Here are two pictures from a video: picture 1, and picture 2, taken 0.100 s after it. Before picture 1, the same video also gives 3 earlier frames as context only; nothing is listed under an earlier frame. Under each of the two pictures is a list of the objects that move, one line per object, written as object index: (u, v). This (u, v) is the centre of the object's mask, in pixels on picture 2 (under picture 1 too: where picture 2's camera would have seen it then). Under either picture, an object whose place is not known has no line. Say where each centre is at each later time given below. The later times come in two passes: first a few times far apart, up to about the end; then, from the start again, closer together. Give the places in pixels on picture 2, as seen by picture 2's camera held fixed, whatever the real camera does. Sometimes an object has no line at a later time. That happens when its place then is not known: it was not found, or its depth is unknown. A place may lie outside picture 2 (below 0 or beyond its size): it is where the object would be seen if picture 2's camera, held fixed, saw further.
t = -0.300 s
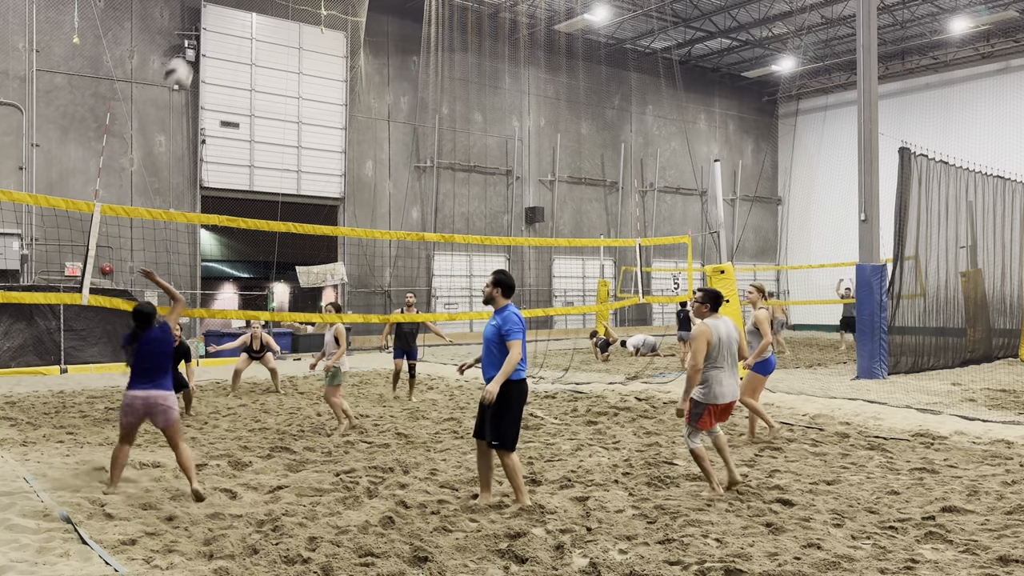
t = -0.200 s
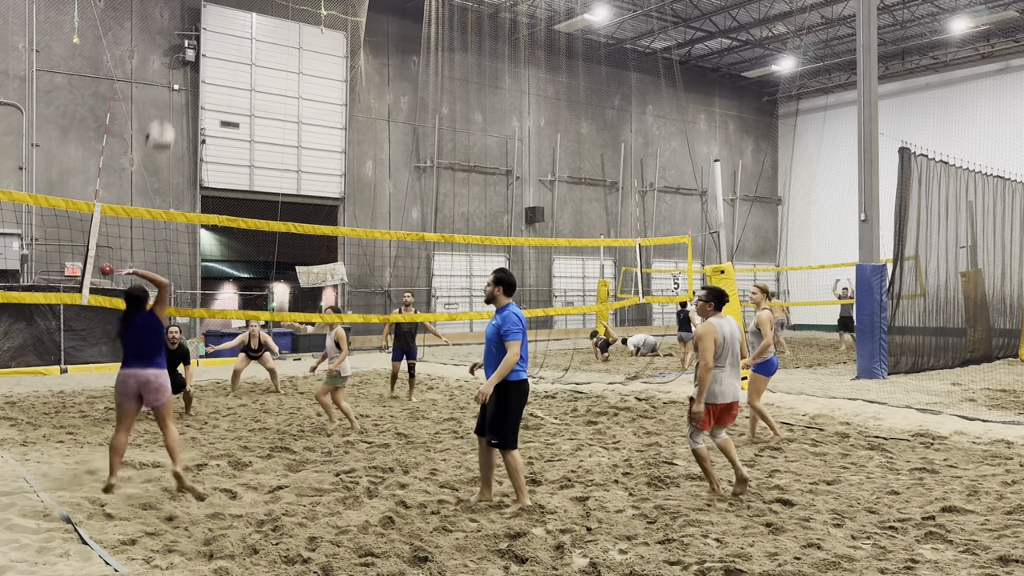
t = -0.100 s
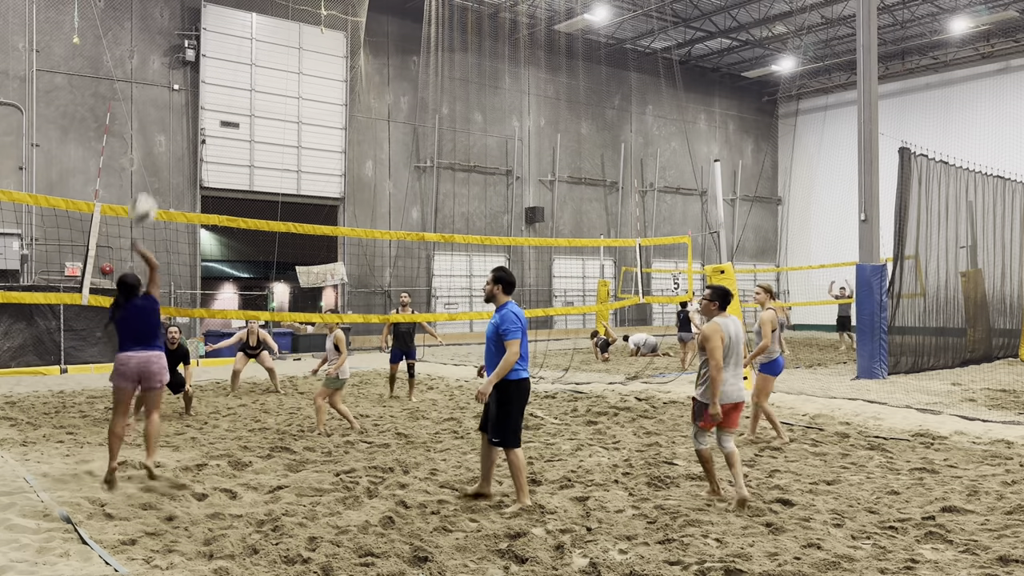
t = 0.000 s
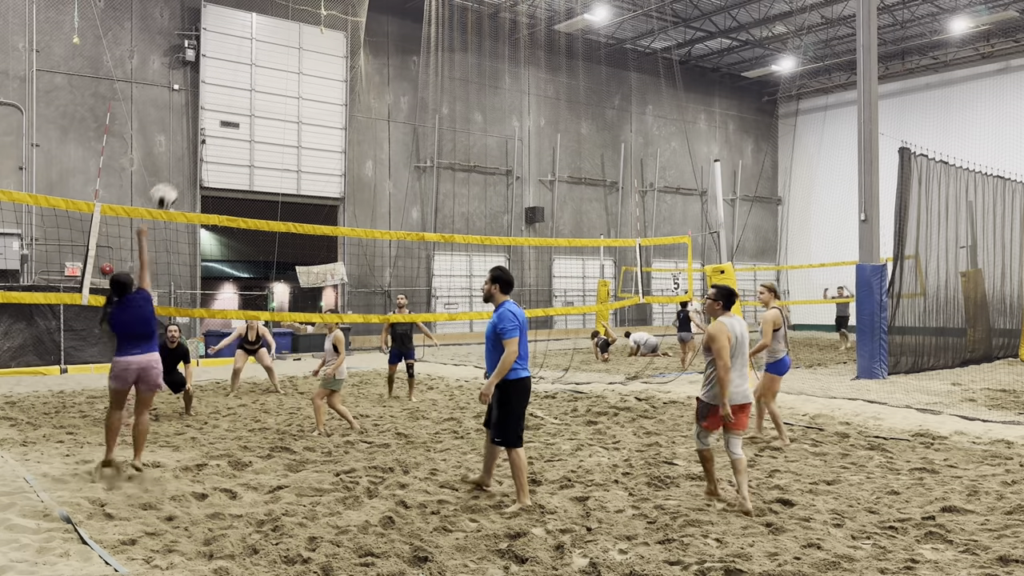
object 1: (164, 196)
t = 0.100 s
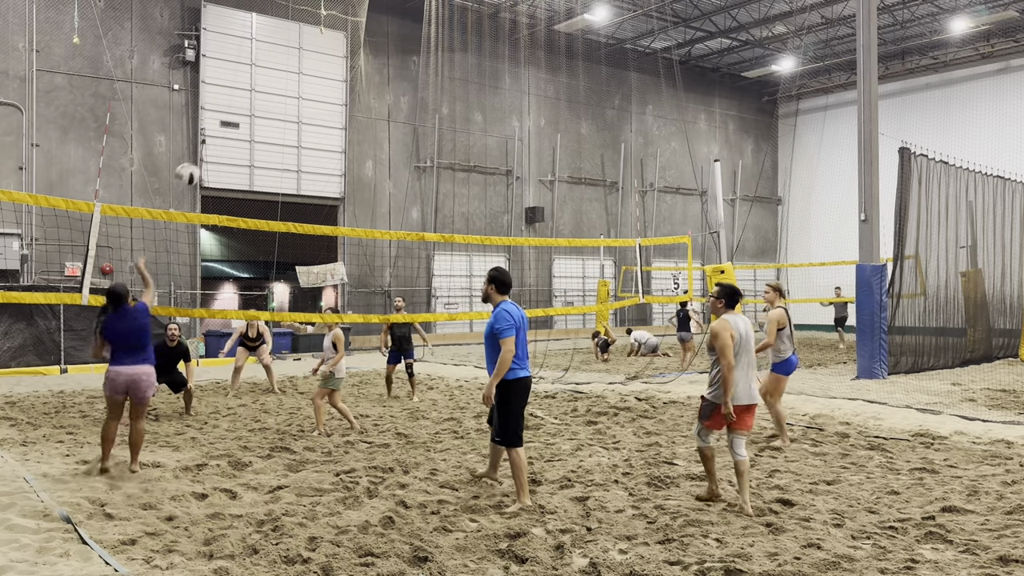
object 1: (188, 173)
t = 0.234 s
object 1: (212, 165)
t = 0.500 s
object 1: (246, 191)
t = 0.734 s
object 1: (266, 241)
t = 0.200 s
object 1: (207, 166)
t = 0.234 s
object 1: (212, 165)
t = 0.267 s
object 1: (217, 166)
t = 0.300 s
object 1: (222, 168)
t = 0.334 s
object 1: (226, 169)
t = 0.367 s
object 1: (230, 172)
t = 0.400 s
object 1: (234, 176)
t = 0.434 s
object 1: (237, 181)
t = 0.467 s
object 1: (242, 186)
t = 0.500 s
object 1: (246, 191)
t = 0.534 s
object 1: (249, 196)
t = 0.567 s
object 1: (252, 202)
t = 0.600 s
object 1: (255, 209)
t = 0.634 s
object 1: (258, 214)
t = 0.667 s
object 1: (260, 219)
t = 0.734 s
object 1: (266, 241)
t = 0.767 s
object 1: (268, 249)
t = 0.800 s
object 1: (270, 258)
